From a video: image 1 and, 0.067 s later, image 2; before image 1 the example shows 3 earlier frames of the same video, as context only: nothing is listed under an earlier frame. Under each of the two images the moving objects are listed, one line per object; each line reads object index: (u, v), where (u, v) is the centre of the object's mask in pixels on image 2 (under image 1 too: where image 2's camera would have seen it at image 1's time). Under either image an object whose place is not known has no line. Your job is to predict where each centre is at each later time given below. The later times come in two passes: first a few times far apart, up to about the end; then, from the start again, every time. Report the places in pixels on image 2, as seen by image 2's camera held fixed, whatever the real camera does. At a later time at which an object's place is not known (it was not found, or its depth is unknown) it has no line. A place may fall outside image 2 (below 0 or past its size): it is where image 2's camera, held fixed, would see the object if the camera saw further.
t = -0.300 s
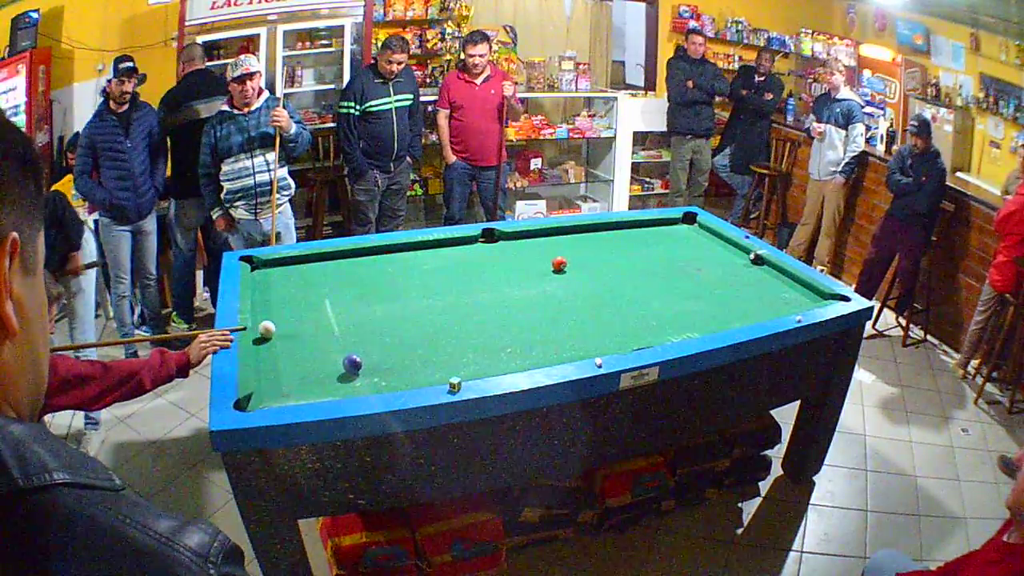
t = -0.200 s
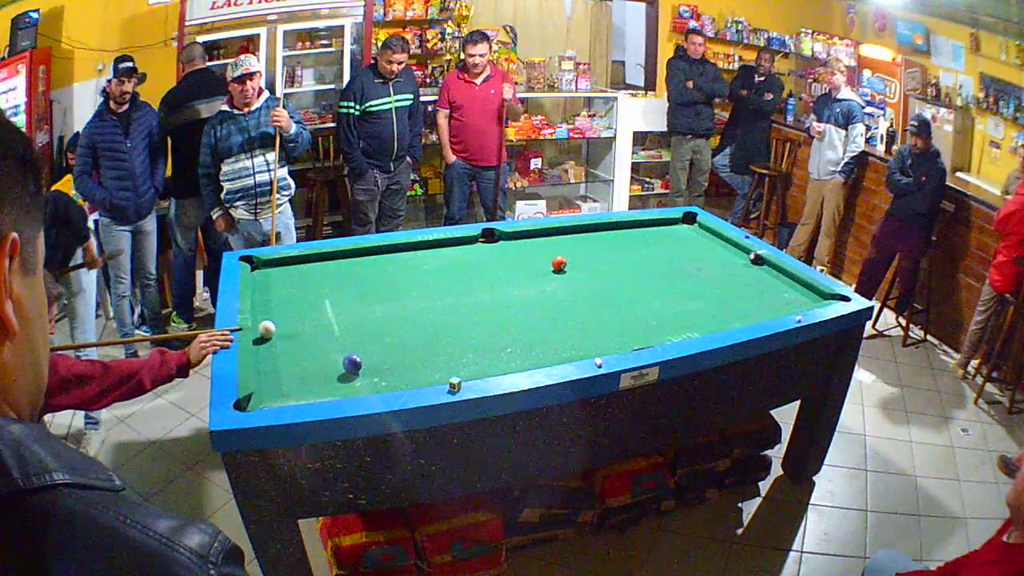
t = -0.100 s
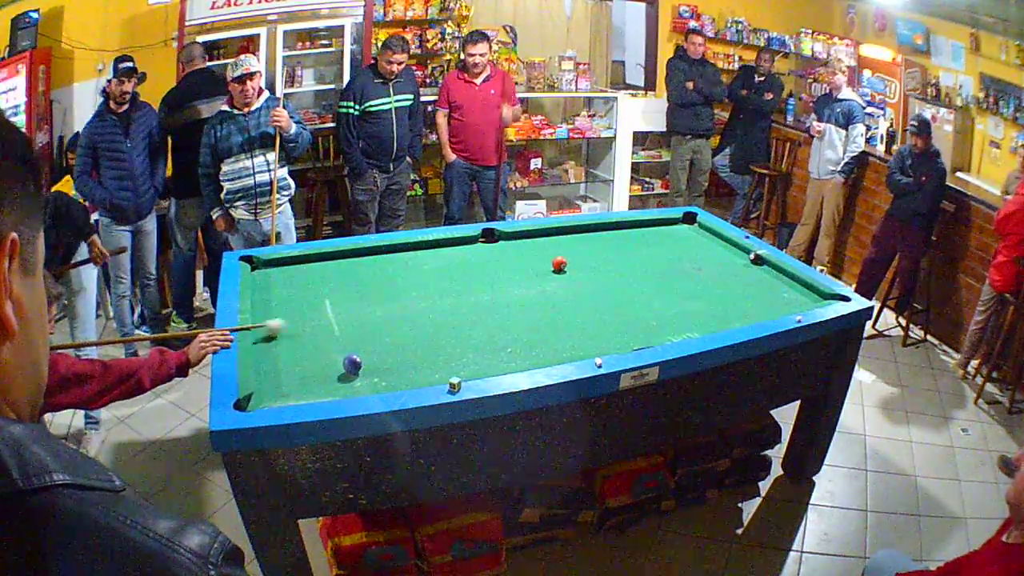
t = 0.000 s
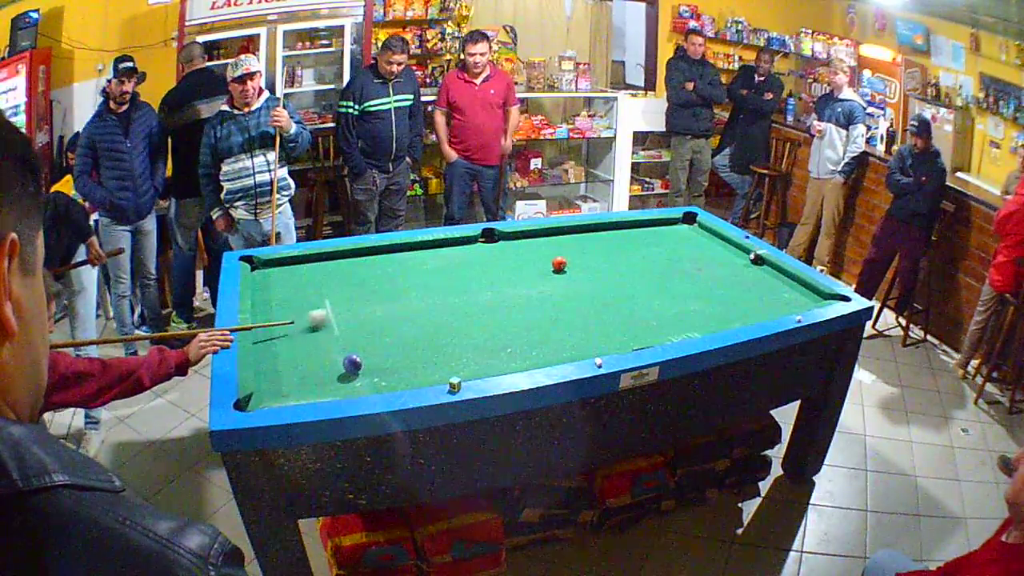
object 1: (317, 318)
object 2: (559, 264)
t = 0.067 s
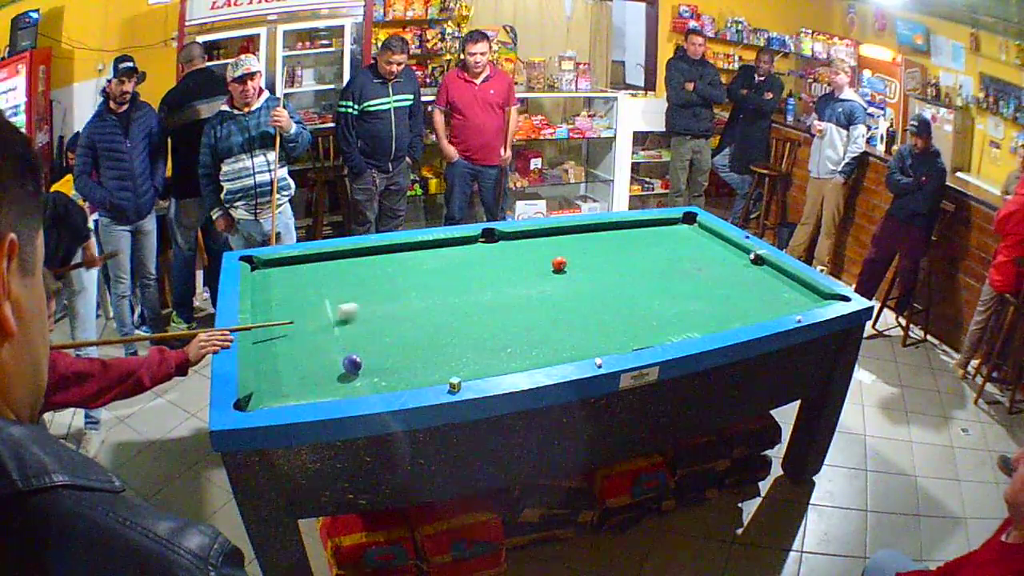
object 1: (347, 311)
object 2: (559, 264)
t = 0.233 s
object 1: (418, 295)
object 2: (559, 264)
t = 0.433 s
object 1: (494, 278)
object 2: (559, 264)
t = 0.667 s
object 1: (553, 267)
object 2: (576, 258)
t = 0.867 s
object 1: (572, 266)
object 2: (608, 249)
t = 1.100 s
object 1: (593, 264)
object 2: (639, 239)
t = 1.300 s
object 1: (609, 263)
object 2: (663, 232)
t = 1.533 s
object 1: (626, 262)
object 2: (686, 225)
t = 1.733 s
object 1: (638, 261)
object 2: (680, 222)
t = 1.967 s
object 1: (651, 260)
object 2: (665, 223)
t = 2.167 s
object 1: (661, 259)
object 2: (655, 226)
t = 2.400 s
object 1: (671, 258)
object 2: (643, 229)
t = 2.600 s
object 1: (679, 258)
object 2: (634, 232)
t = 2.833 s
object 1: (686, 257)
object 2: (623, 235)
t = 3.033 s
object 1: (691, 257)
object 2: (615, 237)
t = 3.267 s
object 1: (696, 257)
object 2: (605, 240)
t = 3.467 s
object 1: (699, 256)
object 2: (598, 242)
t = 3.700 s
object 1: (702, 256)
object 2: (589, 245)
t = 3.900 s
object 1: (703, 256)
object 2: (583, 246)
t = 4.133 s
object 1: (704, 256)
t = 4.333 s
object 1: (705, 256)
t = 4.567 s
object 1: (704, 257)
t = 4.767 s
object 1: (704, 256)
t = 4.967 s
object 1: (704, 256)
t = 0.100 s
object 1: (362, 308)
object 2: (559, 264)
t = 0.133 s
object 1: (376, 305)
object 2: (559, 264)
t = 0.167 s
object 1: (390, 301)
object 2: (559, 264)
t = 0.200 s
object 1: (404, 299)
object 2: (559, 264)
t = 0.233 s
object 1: (418, 295)
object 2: (559, 264)
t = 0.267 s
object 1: (432, 292)
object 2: (559, 264)
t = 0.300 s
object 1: (445, 289)
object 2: (559, 264)
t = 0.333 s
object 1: (458, 286)
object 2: (559, 264)
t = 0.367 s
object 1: (470, 284)
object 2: (559, 264)
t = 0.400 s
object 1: (482, 281)
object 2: (559, 264)
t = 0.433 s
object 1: (494, 278)
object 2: (559, 264)
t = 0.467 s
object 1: (506, 276)
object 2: (559, 264)
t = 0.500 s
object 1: (517, 273)
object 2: (559, 264)
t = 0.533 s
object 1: (528, 271)
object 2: (559, 264)
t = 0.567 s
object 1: (540, 269)
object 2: (559, 264)
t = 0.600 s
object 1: (548, 267)
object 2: (562, 263)
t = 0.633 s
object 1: (550, 267)
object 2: (569, 260)
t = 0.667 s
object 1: (553, 267)
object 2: (576, 258)
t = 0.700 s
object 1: (556, 267)
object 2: (582, 257)
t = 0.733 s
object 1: (559, 267)
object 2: (587, 255)
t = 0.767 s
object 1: (562, 267)
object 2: (593, 254)
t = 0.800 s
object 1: (566, 266)
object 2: (597, 252)
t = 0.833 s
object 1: (569, 266)
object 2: (603, 250)
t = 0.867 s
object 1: (572, 266)
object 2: (608, 249)
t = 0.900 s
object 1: (575, 266)
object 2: (612, 248)
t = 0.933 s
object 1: (578, 265)
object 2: (617, 246)
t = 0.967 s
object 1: (581, 265)
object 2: (622, 245)
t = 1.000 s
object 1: (584, 265)
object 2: (626, 243)
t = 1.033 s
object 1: (587, 265)
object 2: (631, 242)
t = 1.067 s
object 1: (590, 264)
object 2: (635, 241)
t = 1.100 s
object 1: (593, 264)
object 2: (639, 239)
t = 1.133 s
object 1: (596, 264)
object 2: (643, 238)
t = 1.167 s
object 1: (599, 264)
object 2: (647, 237)
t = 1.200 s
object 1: (601, 264)
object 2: (651, 236)
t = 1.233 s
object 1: (604, 264)
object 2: (655, 234)
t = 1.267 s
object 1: (606, 263)
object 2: (659, 233)
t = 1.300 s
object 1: (609, 263)
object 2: (663, 232)
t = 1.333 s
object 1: (612, 263)
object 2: (666, 231)
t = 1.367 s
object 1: (614, 263)
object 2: (670, 230)
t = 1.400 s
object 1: (617, 263)
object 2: (673, 228)
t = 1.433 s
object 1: (619, 262)
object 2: (677, 227)
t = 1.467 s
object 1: (621, 262)
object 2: (680, 226)
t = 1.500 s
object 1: (624, 262)
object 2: (684, 226)
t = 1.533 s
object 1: (626, 262)
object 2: (686, 225)
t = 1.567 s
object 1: (628, 262)
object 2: (690, 224)
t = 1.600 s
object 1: (630, 262)
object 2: (692, 223)
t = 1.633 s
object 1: (632, 261)
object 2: (690, 222)
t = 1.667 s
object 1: (634, 261)
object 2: (686, 222)
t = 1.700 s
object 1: (636, 261)
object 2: (683, 221)
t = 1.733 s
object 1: (638, 261)
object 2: (680, 222)
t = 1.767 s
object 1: (640, 261)
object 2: (676, 222)
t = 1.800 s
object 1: (643, 261)
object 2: (674, 222)
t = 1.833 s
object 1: (644, 260)
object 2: (672, 222)
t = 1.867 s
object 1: (646, 260)
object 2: (670, 223)
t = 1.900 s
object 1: (648, 260)
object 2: (669, 223)
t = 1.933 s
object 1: (650, 260)
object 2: (667, 223)
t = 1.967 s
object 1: (651, 260)
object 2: (665, 223)
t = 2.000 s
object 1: (653, 260)
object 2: (664, 224)
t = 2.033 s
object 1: (655, 260)
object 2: (662, 224)
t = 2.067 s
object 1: (656, 259)
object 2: (660, 225)
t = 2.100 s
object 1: (658, 259)
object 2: (659, 225)
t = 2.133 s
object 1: (660, 259)
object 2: (657, 226)
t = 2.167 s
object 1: (661, 259)
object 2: (655, 226)
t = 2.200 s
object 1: (663, 259)
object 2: (653, 227)
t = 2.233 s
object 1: (665, 259)
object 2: (652, 227)
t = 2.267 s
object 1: (666, 259)
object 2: (650, 227)
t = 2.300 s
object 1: (667, 259)
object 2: (648, 227)
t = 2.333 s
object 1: (669, 259)
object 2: (647, 228)
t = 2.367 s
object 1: (670, 259)
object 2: (645, 229)
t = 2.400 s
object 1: (671, 258)
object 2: (643, 229)
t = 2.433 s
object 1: (673, 258)
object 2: (642, 230)
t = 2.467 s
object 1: (674, 258)
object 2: (640, 230)
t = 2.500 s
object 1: (675, 258)
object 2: (638, 231)
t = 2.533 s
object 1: (677, 258)
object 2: (637, 231)
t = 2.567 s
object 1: (678, 258)
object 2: (635, 232)
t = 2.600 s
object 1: (679, 258)
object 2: (634, 232)
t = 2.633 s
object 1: (680, 258)
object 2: (633, 232)
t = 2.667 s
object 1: (681, 258)
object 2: (631, 233)
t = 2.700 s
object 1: (682, 258)
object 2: (629, 233)
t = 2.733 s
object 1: (683, 257)
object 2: (628, 234)
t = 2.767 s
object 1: (684, 258)
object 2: (626, 234)
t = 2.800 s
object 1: (685, 257)
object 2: (625, 234)
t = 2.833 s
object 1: (686, 257)
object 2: (623, 235)
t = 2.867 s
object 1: (687, 257)
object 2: (622, 235)
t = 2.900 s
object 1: (688, 257)
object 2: (621, 235)
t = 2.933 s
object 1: (689, 257)
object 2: (619, 236)
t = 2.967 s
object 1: (690, 257)
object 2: (617, 236)
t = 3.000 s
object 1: (691, 257)
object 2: (616, 237)
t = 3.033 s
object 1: (691, 257)
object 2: (615, 237)
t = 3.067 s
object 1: (692, 257)
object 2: (613, 238)
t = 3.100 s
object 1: (693, 257)
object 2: (612, 238)
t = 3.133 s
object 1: (693, 257)
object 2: (610, 238)
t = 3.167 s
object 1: (694, 257)
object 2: (609, 239)
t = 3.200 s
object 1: (695, 257)
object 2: (608, 239)
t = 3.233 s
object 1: (696, 257)
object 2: (607, 239)
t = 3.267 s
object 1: (696, 257)
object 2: (605, 240)
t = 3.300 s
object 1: (697, 257)
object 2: (604, 240)
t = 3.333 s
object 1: (697, 257)
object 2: (602, 241)
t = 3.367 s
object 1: (698, 257)
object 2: (601, 241)
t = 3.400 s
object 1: (698, 256)
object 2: (600, 241)
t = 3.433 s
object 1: (699, 256)
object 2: (599, 242)
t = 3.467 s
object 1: (699, 256)
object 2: (598, 242)
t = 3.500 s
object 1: (700, 256)
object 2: (596, 242)
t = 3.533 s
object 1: (700, 256)
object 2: (595, 243)
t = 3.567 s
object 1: (701, 256)
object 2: (594, 243)
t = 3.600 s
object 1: (701, 256)
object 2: (593, 244)
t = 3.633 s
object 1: (701, 256)
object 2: (592, 244)
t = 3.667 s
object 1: (701, 256)
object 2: (590, 244)
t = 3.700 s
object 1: (702, 256)
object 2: (589, 245)
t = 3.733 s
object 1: (702, 256)
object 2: (588, 245)
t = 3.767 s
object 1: (702, 256)
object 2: (587, 245)
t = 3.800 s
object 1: (702, 256)
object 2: (587, 246)
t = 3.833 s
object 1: (703, 256)
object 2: (586, 246)
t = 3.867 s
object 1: (703, 256)
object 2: (585, 246)
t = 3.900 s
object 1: (703, 256)
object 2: (583, 246)
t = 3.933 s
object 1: (703, 256)
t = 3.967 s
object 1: (704, 256)
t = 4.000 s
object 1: (704, 256)
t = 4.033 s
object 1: (704, 256)
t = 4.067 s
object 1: (704, 256)
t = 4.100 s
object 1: (704, 256)
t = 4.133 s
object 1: (704, 256)
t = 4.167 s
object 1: (704, 256)
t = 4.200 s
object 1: (705, 256)
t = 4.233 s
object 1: (705, 256)
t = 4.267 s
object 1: (705, 256)
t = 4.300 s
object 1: (705, 256)
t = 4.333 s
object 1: (705, 256)
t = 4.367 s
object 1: (705, 256)
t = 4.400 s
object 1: (705, 257)
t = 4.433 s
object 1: (705, 257)
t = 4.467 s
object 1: (705, 257)
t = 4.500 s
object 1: (705, 257)
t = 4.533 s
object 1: (705, 257)
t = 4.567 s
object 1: (704, 257)
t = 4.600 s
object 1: (705, 257)
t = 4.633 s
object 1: (705, 257)
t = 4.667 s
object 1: (705, 257)
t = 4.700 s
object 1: (704, 257)
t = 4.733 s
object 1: (704, 257)
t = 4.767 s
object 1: (704, 256)
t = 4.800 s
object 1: (704, 256)
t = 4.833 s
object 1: (705, 256)
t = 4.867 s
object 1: (705, 256)
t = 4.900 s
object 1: (704, 256)
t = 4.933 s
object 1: (704, 256)
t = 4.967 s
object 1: (704, 256)
